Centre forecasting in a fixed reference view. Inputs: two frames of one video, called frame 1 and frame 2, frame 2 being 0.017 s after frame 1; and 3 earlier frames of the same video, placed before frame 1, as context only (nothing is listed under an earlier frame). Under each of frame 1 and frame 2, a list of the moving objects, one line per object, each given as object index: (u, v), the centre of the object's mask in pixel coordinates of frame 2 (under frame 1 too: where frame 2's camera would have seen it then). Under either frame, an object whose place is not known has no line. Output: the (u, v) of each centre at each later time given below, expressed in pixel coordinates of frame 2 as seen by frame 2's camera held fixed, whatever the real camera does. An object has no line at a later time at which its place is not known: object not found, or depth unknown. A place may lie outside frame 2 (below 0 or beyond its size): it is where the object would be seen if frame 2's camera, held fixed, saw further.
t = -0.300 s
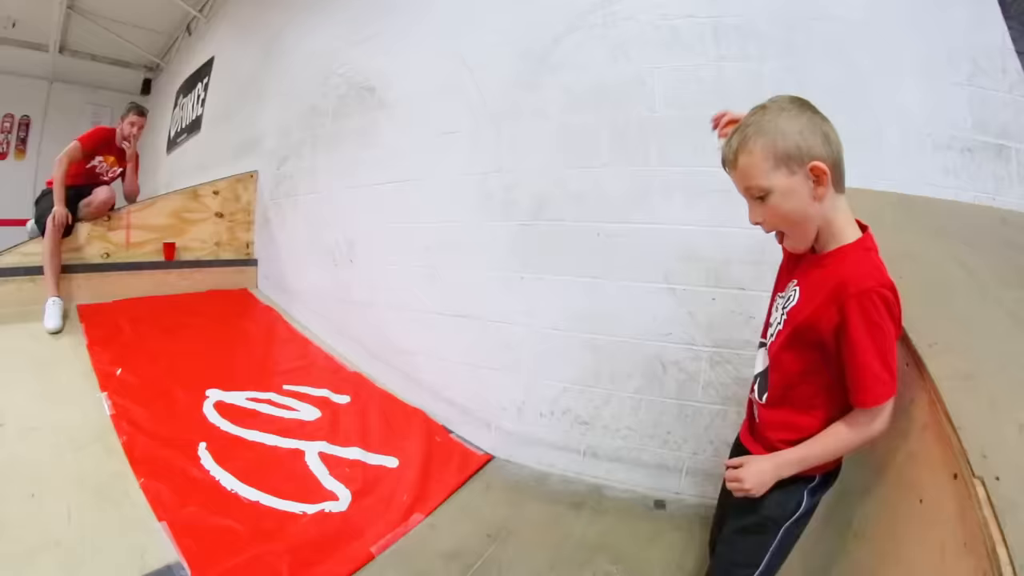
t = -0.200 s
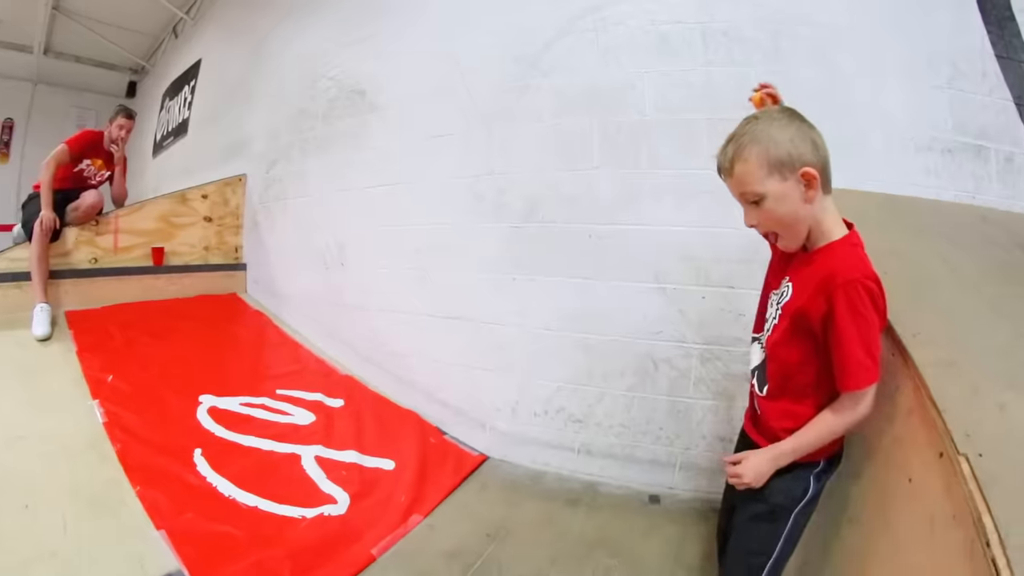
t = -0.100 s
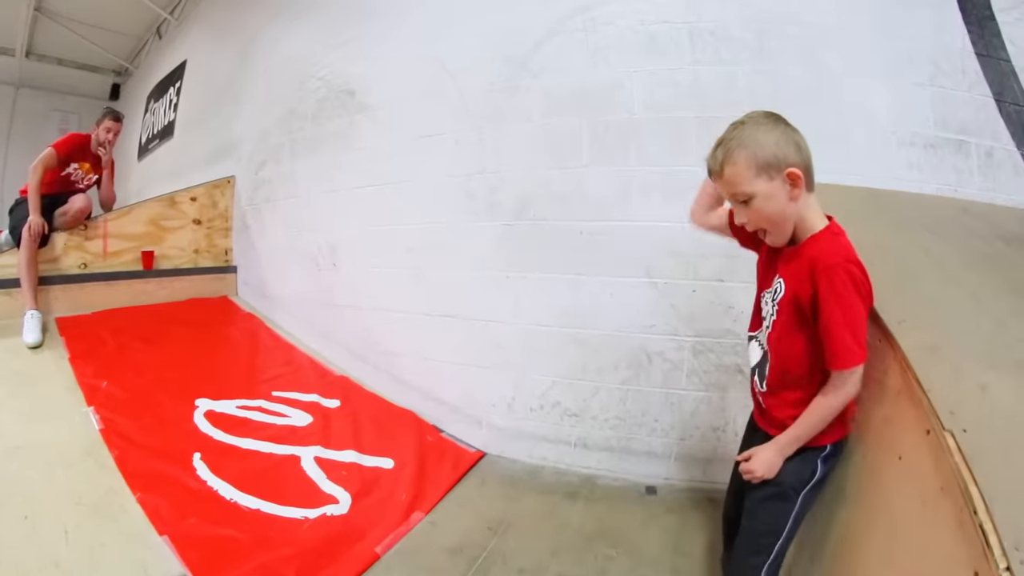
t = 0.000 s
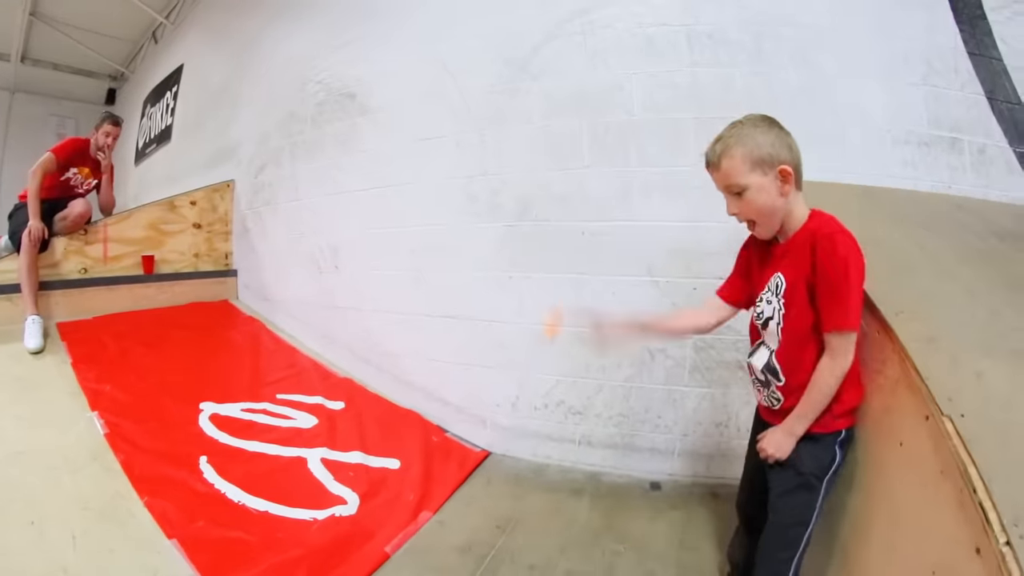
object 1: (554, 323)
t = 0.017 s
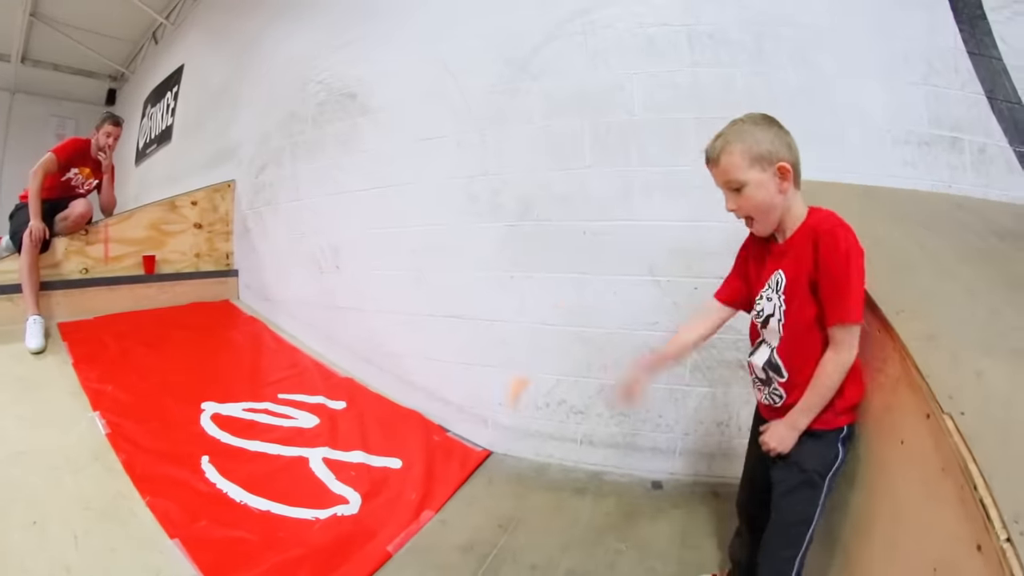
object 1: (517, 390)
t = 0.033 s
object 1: (485, 441)
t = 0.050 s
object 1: (457, 482)
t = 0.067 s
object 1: (434, 517)
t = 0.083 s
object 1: (416, 530)
